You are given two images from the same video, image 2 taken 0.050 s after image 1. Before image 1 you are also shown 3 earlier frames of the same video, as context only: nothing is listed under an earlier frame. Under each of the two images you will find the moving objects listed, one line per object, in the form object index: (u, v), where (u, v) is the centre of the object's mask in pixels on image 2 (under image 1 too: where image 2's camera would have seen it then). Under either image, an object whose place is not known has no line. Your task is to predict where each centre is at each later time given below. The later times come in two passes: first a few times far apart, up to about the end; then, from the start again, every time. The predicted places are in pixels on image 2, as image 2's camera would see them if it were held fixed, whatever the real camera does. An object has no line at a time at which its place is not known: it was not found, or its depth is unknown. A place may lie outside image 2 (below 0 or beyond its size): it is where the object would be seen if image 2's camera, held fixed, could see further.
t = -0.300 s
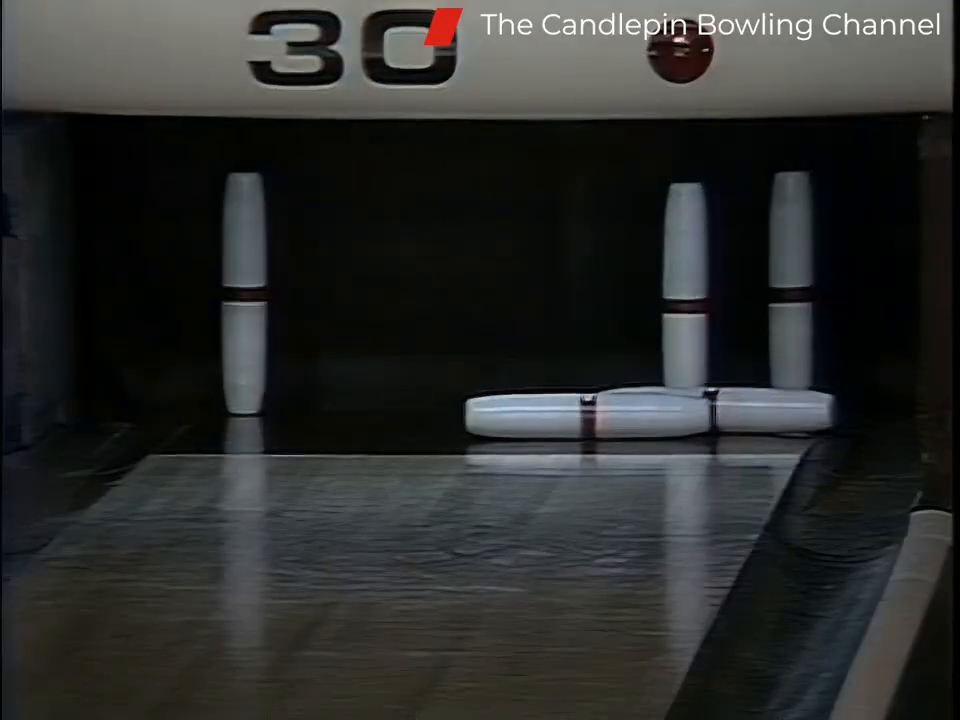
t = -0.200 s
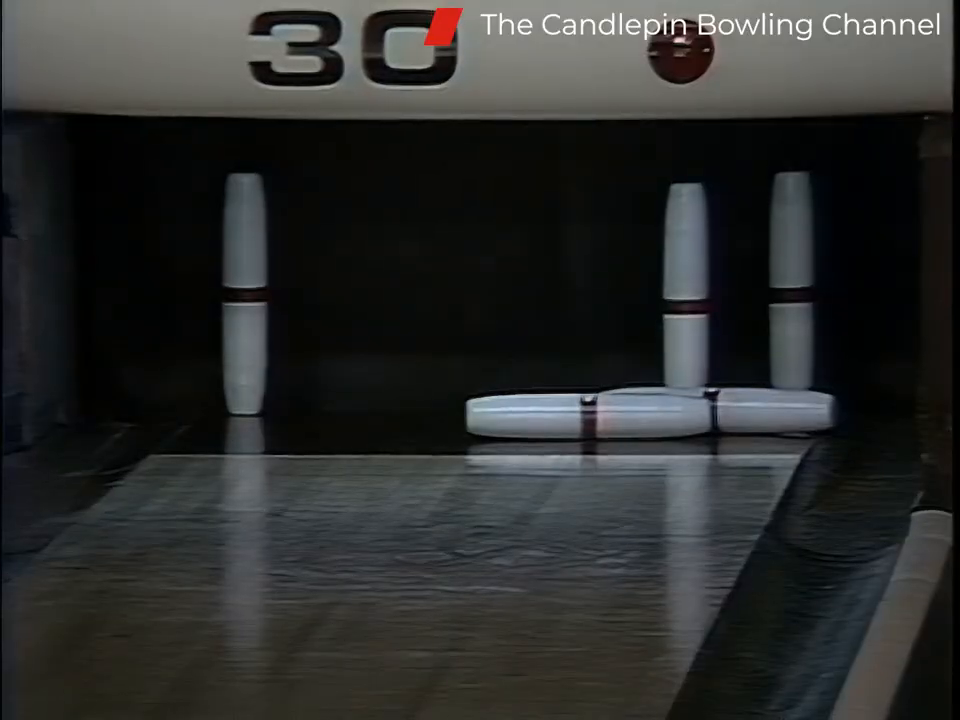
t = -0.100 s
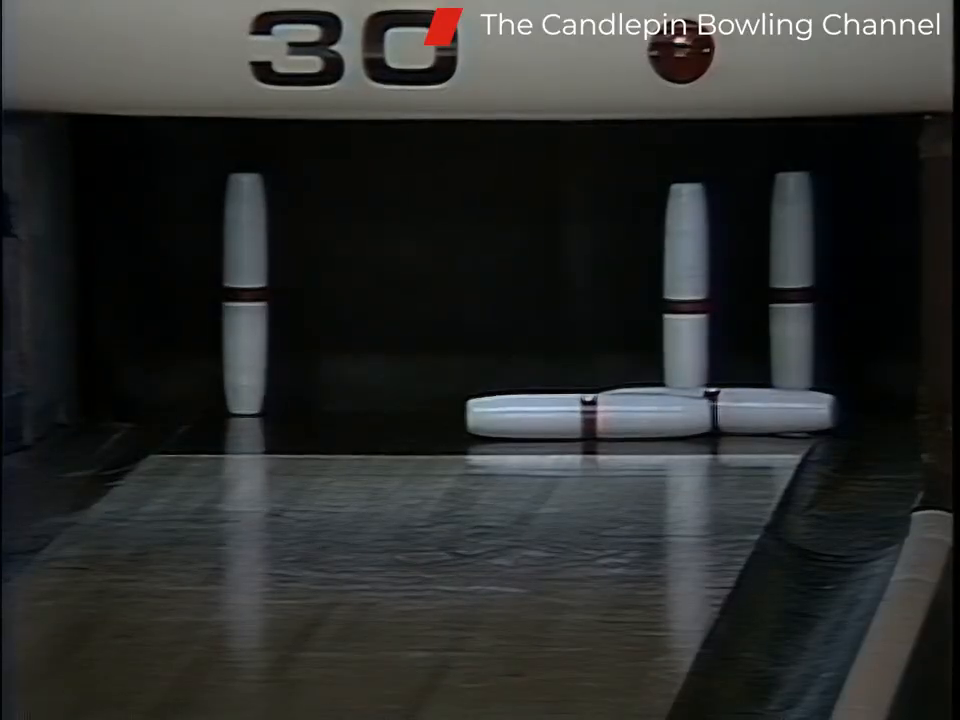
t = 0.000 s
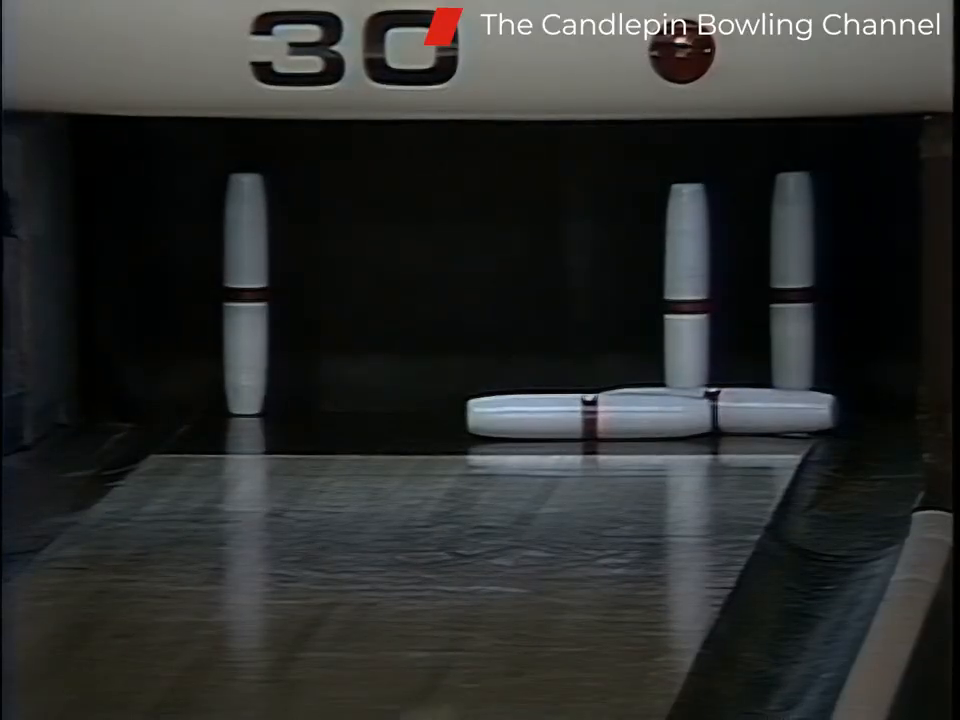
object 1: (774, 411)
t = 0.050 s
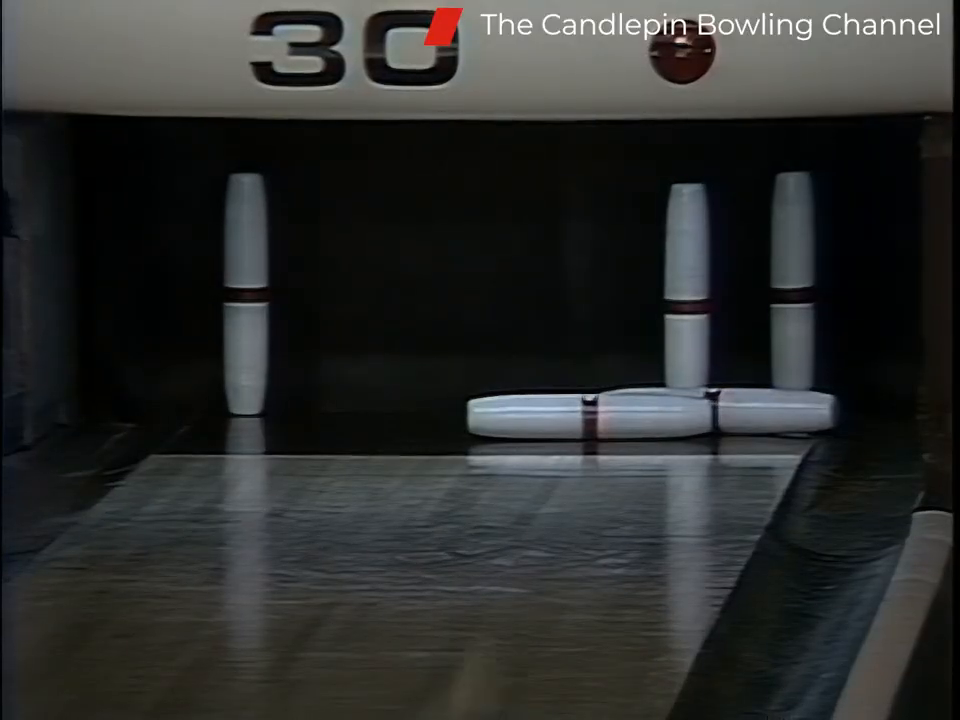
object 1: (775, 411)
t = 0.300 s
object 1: (774, 411)
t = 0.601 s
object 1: (851, 385)
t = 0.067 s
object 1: (775, 411)
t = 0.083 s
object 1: (774, 411)
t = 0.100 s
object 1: (774, 411)
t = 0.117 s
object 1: (774, 411)
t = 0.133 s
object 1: (774, 411)
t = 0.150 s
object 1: (774, 411)
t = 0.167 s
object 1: (774, 411)
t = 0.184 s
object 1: (774, 411)
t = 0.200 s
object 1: (774, 411)
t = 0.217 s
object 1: (774, 411)
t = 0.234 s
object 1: (774, 411)
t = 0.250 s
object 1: (774, 411)
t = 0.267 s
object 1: (774, 411)
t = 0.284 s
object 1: (774, 411)
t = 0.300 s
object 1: (774, 411)
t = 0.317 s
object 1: (774, 411)
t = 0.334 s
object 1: (775, 411)
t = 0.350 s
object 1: (775, 411)
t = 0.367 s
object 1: (775, 411)
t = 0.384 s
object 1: (775, 411)
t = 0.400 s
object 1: (775, 411)
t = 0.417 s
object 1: (783, 408)
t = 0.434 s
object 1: (794, 405)
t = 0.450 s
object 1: (806, 396)
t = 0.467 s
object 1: (818, 390)
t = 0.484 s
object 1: (827, 389)
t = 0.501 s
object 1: (831, 388)
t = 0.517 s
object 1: (835, 388)
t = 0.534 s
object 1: (838, 388)
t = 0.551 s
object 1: (842, 386)
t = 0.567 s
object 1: (845, 384)
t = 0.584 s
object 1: (848, 384)
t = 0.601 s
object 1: (851, 385)
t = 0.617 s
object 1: (853, 388)
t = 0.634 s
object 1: (859, 393)
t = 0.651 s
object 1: (863, 397)
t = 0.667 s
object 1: (868, 402)
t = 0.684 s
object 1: (872, 406)
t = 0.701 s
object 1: (876, 410)
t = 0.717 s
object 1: (884, 411)
